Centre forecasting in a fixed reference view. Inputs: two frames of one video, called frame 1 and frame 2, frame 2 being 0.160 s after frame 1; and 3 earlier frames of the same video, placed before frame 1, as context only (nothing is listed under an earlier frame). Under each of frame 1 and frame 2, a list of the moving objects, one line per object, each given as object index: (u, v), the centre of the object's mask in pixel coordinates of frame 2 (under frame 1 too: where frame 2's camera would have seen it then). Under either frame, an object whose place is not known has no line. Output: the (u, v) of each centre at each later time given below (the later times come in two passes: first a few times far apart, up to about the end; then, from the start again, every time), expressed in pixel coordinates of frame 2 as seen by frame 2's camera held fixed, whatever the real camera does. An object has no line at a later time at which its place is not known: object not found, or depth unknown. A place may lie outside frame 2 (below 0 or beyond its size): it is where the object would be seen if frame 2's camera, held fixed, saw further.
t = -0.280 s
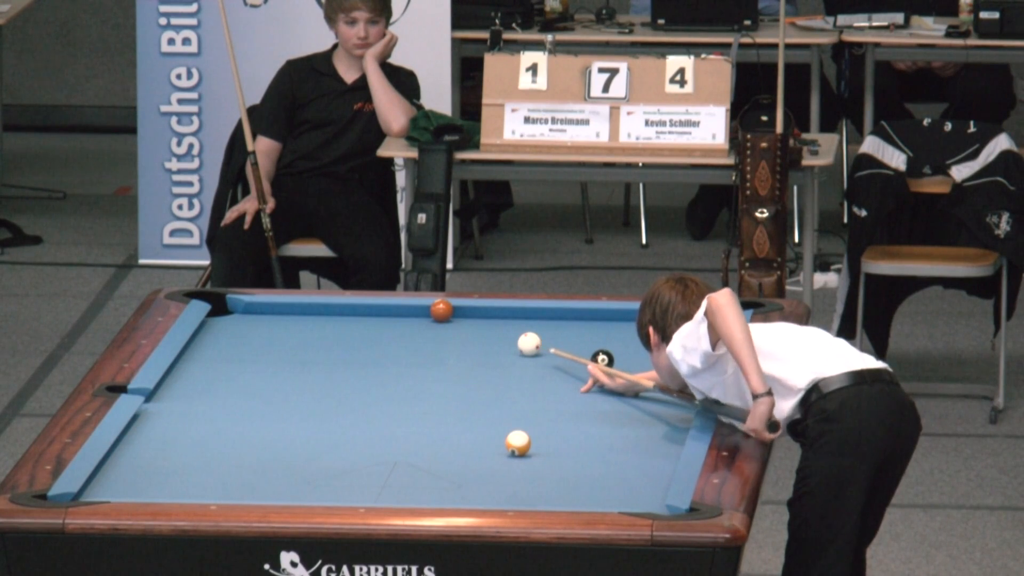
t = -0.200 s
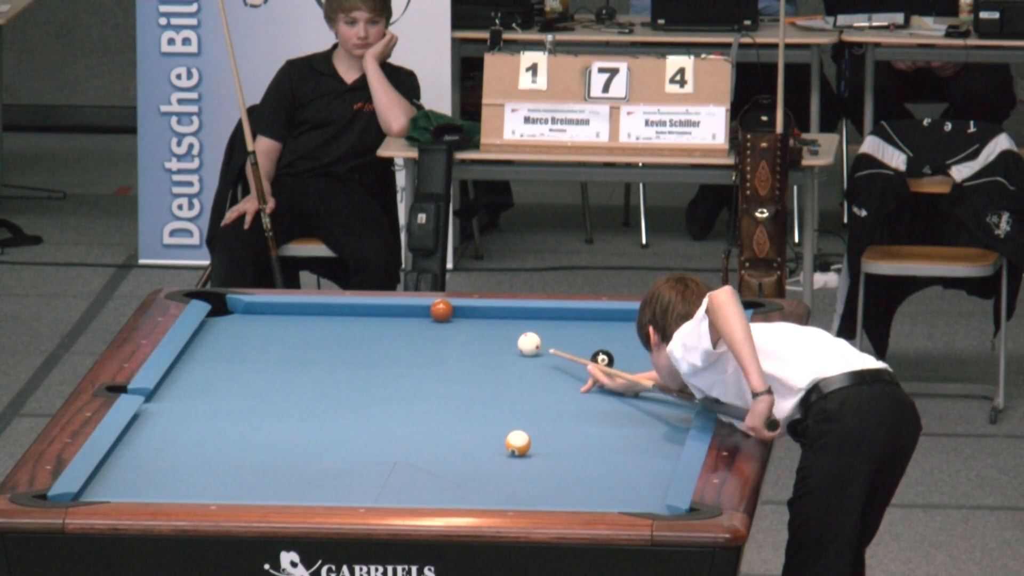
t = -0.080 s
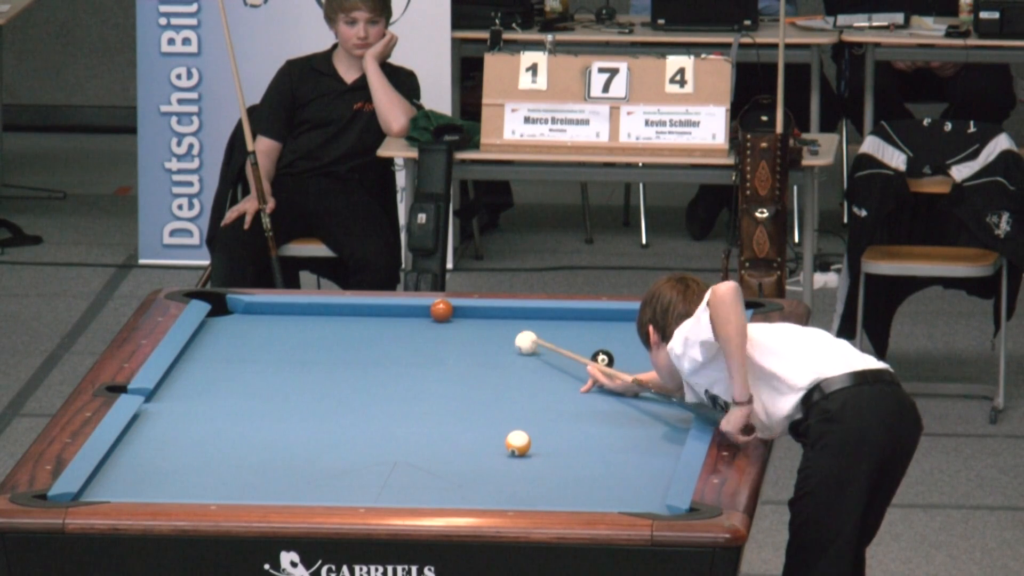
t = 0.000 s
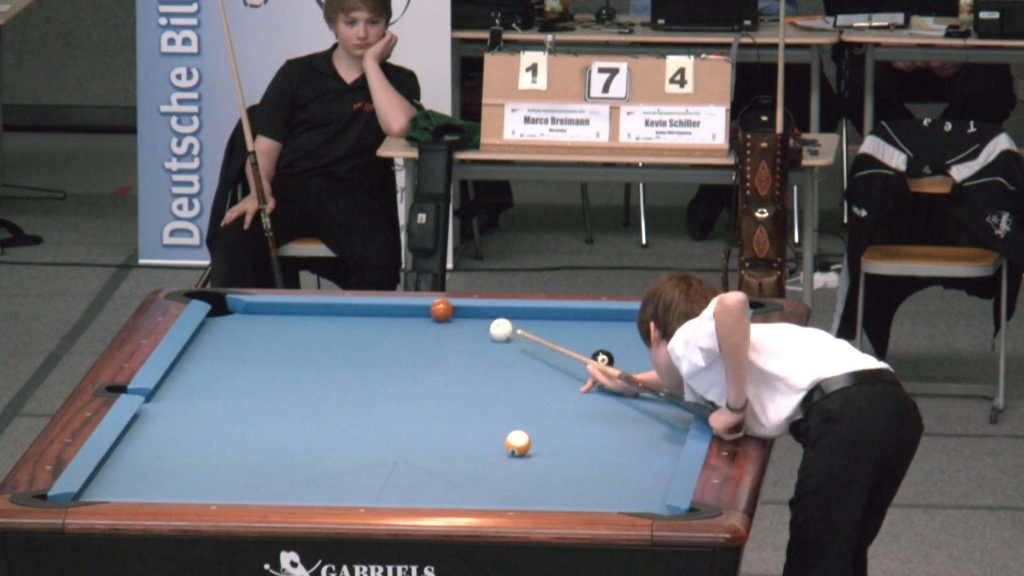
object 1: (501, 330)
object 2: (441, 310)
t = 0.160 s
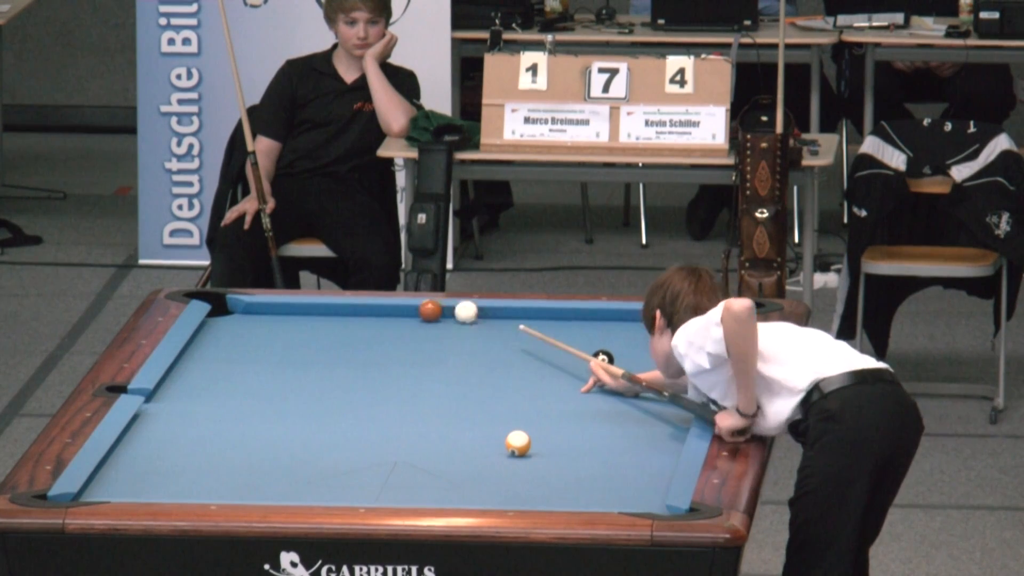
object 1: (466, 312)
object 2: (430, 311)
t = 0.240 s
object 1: (467, 319)
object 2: (404, 310)
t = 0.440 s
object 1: (463, 334)
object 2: (356, 309)
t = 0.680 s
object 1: (456, 350)
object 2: (299, 309)
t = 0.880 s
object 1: (450, 363)
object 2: (254, 309)
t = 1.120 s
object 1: (442, 379)
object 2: (228, 307)
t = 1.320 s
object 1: (436, 393)
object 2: (234, 305)
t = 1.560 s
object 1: (428, 409)
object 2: (228, 307)
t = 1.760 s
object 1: (421, 423)
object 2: (224, 308)
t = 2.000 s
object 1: (414, 438)
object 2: (223, 308)
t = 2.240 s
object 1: (406, 454)
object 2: (225, 309)
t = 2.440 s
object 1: (401, 467)
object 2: (225, 308)
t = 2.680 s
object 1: (393, 483)
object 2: (225, 308)
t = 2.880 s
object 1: (387, 493)
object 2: (225, 308)
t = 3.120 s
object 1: (383, 498)
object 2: (225, 308)
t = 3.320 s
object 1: (388, 494)
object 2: (225, 308)
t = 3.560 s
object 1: (394, 488)
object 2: (225, 308)
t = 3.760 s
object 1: (400, 481)
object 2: (225, 308)
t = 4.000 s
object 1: (404, 473)
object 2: (225, 308)
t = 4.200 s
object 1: (407, 467)
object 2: (225, 308)
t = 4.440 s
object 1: (410, 460)
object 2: (225, 308)
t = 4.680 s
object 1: (413, 453)
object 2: (225, 308)
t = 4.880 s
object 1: (414, 448)
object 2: (225, 308)
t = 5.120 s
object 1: (416, 442)
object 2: (225, 308)
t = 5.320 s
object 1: (418, 438)
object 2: (225, 308)
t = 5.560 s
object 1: (420, 433)
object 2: (225, 308)
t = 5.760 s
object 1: (421, 429)
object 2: (225, 308)
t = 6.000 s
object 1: (421, 426)
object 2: (225, 308)
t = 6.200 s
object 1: (421, 423)
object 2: (225, 308)
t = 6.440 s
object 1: (422, 420)
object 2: (225, 308)
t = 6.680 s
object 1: (422, 417)
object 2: (225, 308)
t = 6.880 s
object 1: (422, 415)
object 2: (225, 308)
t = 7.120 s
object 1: (423, 413)
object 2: (225, 308)
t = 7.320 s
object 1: (425, 412)
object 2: (225, 308)
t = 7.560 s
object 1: (426, 411)
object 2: (225, 308)
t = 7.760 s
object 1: (426, 410)
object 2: (225, 308)
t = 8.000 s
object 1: (426, 410)
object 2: (225, 308)
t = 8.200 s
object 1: (426, 409)
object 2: (225, 308)
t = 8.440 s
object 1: (426, 409)
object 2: (225, 308)
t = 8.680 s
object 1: (426, 409)
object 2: (225, 308)
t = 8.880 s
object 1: (426, 409)
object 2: (225, 308)
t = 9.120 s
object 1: (426, 409)
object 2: (225, 308)
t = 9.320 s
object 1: (426, 409)
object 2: (225, 308)
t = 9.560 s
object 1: (426, 409)
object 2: (225, 308)
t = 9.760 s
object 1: (426, 409)
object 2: (225, 308)
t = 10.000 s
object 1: (426, 409)
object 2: (225, 308)
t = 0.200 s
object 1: (467, 315)
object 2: (416, 310)
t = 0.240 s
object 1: (467, 319)
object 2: (404, 310)
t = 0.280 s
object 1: (467, 323)
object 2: (395, 310)
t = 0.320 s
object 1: (467, 326)
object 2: (385, 309)
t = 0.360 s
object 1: (466, 328)
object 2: (375, 309)
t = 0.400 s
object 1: (464, 331)
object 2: (366, 310)
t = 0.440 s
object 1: (463, 334)
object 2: (356, 309)
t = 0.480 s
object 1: (462, 337)
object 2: (346, 309)
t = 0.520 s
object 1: (461, 339)
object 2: (337, 309)
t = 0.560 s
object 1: (460, 342)
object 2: (327, 309)
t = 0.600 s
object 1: (458, 345)
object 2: (318, 309)
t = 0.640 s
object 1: (457, 347)
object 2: (309, 309)
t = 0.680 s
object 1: (456, 350)
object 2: (299, 309)
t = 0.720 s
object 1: (455, 353)
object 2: (290, 309)
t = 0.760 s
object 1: (453, 356)
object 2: (281, 309)
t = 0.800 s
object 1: (452, 358)
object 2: (272, 309)
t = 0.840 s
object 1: (451, 361)
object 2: (263, 309)
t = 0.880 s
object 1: (450, 363)
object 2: (254, 309)
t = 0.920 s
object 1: (449, 366)
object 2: (245, 309)
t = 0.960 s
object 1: (447, 369)
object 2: (236, 308)
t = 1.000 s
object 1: (446, 372)
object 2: (227, 308)
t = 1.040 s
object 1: (445, 374)
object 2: (223, 308)
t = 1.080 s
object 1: (444, 377)
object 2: (225, 307)
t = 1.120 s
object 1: (442, 379)
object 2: (228, 307)
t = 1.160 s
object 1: (441, 382)
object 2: (230, 307)
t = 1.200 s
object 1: (439, 385)
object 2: (233, 306)
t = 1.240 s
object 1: (438, 388)
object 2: (235, 305)
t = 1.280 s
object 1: (437, 391)
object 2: (235, 305)
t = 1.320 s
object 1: (436, 393)
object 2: (234, 305)
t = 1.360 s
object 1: (434, 396)
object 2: (233, 306)
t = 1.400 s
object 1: (432, 399)
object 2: (232, 306)
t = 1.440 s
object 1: (431, 401)
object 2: (231, 306)
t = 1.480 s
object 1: (430, 404)
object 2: (230, 306)
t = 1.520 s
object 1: (429, 407)
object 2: (229, 306)
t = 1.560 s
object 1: (428, 409)
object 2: (228, 307)
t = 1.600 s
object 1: (426, 412)
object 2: (227, 307)
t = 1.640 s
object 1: (425, 415)
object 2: (226, 307)
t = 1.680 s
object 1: (424, 417)
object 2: (225, 307)
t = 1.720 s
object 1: (422, 420)
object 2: (224, 308)
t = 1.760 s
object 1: (421, 423)
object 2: (224, 308)
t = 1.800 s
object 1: (420, 425)
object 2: (223, 308)
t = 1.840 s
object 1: (418, 428)
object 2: (223, 308)
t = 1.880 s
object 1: (418, 430)
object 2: (223, 308)
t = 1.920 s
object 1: (416, 433)
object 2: (223, 308)
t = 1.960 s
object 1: (415, 436)
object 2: (223, 308)
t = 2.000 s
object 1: (414, 438)
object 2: (223, 308)
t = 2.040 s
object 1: (412, 440)
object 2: (224, 308)
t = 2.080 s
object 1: (411, 444)
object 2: (224, 308)
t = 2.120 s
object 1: (410, 446)
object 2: (224, 309)
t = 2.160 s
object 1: (409, 449)
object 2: (224, 309)
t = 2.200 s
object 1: (408, 452)
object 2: (225, 308)
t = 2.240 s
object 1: (406, 454)
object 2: (225, 309)
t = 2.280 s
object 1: (405, 457)
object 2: (225, 308)
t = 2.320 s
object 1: (404, 460)
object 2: (225, 309)
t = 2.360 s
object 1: (403, 462)
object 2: (225, 308)
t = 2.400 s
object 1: (402, 464)
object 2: (225, 308)
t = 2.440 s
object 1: (401, 467)
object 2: (225, 308)
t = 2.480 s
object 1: (399, 470)
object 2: (225, 308)
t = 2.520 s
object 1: (398, 472)
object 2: (225, 308)
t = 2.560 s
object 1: (397, 475)
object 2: (225, 308)
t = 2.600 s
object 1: (396, 478)
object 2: (225, 308)
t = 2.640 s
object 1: (395, 480)
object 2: (225, 308)
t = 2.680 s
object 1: (393, 483)
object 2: (225, 308)
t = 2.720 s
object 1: (392, 485)
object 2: (225, 308)
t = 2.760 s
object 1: (391, 488)
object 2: (225, 308)
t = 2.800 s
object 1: (390, 490)
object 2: (225, 308)
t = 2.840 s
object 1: (389, 491)
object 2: (225, 308)
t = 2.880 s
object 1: (387, 493)
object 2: (225, 308)
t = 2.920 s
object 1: (386, 494)
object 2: (225, 308)
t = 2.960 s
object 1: (386, 496)
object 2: (225, 308)
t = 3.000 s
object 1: (384, 497)
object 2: (225, 308)
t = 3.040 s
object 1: (383, 498)
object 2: (225, 308)
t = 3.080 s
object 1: (383, 499)
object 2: (225, 308)
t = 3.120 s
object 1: (383, 498)
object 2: (225, 308)
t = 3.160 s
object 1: (385, 497)
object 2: (225, 308)
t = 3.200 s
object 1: (386, 496)
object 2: (225, 308)
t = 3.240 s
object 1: (387, 496)
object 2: (225, 308)
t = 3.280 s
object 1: (387, 495)
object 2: (225, 308)
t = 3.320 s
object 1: (388, 494)
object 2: (225, 308)
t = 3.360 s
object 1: (390, 494)
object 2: (225, 308)
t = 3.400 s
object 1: (391, 493)
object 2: (225, 308)
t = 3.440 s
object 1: (392, 492)
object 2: (225, 308)
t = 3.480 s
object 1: (393, 491)
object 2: (225, 308)
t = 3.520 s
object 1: (394, 490)
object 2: (225, 308)
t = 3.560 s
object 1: (394, 488)
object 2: (225, 308)
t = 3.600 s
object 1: (396, 487)
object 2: (225, 308)
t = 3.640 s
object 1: (397, 485)
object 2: (225, 308)
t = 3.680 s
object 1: (398, 484)
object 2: (225, 308)
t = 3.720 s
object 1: (399, 482)
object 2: (225, 308)
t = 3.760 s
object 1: (400, 481)
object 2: (225, 308)
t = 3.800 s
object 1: (401, 480)
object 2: (225, 308)
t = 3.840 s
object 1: (401, 478)
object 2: (225, 308)
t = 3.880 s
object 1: (402, 477)
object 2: (225, 308)
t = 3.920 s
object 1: (403, 476)
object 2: (225, 308)
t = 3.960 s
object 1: (403, 474)
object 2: (225, 308)
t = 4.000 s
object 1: (404, 473)
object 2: (225, 308)
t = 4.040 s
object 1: (405, 472)
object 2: (225, 308)
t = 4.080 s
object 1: (406, 471)
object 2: (225, 308)
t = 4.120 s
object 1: (406, 470)
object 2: (225, 308)
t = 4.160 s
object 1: (407, 468)
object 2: (225, 308)
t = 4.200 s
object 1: (407, 467)
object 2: (225, 308)
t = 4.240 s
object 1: (408, 466)
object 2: (225, 308)
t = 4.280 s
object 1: (408, 464)
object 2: (225, 308)
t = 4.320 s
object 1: (409, 464)
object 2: (225, 308)
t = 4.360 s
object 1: (409, 462)
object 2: (225, 308)
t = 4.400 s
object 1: (410, 461)
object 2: (225, 308)
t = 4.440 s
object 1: (410, 460)
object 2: (225, 308)
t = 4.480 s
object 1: (410, 459)
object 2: (225, 308)
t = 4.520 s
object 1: (411, 458)
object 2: (225, 308)
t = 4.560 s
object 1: (411, 456)
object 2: (225, 308)
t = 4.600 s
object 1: (411, 455)
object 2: (225, 308)
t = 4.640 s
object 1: (412, 455)
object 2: (225, 308)
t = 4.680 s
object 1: (413, 453)
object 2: (225, 308)
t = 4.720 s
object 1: (413, 452)
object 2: (225, 308)
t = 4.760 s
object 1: (413, 451)
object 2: (225, 308)
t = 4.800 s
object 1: (414, 450)
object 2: (225, 308)
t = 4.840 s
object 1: (414, 449)
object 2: (225, 308)
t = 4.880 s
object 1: (414, 448)
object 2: (225, 308)
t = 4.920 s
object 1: (415, 447)
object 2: (225, 308)
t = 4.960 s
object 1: (415, 446)
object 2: (225, 308)
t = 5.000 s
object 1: (415, 445)
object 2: (225, 308)
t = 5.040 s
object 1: (416, 444)
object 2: (225, 308)
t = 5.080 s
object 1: (416, 444)
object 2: (225, 308)
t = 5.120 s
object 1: (416, 442)
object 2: (225, 308)
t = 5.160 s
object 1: (417, 442)
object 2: (225, 308)
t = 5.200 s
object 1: (417, 441)
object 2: (225, 308)
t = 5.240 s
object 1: (418, 440)
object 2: (225, 308)
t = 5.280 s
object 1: (418, 439)
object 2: (225, 308)
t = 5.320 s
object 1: (418, 438)
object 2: (225, 308)
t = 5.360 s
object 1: (419, 437)
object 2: (225, 308)
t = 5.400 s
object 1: (419, 437)
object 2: (225, 308)
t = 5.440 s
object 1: (419, 436)
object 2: (225, 308)
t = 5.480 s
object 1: (420, 435)
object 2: (225, 308)
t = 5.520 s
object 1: (420, 434)
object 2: (225, 308)
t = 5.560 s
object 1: (420, 433)
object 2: (225, 308)
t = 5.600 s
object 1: (420, 432)
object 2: (225, 308)
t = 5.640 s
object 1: (421, 432)
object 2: (225, 308)
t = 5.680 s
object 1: (421, 431)
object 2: (225, 308)
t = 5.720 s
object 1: (421, 430)
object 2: (225, 308)
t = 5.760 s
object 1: (421, 429)
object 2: (225, 308)
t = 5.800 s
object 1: (421, 429)
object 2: (225, 308)
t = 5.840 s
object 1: (421, 428)
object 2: (225, 308)
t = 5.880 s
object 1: (421, 428)
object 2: (225, 308)
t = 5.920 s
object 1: (421, 427)
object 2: (225, 308)
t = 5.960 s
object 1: (421, 426)
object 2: (225, 308)
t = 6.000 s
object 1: (421, 426)
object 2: (225, 308)
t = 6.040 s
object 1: (421, 425)
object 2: (225, 308)
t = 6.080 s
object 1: (421, 424)
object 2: (225, 308)
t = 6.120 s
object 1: (421, 424)
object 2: (225, 308)
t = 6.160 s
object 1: (421, 423)
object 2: (225, 308)
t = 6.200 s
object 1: (421, 423)
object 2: (225, 308)
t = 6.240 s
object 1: (421, 422)
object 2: (225, 308)
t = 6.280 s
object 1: (422, 422)
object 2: (225, 308)
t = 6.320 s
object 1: (421, 421)
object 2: (225, 308)
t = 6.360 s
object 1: (421, 421)
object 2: (225, 308)
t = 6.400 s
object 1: (421, 420)
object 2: (225, 308)
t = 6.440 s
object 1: (422, 420)
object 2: (225, 308)
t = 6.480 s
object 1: (422, 419)
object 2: (225, 308)
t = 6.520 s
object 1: (422, 419)
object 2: (225, 308)
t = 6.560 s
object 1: (421, 419)
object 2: (225, 308)
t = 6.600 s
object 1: (421, 418)
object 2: (225, 308)
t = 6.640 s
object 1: (421, 417)
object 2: (225, 308)
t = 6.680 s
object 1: (422, 417)
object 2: (225, 308)
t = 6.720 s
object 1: (422, 417)
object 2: (225, 308)
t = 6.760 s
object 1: (422, 416)
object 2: (225, 308)
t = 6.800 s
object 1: (422, 416)
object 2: (225, 308)
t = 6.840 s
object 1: (422, 415)
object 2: (225, 308)
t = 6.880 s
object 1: (422, 415)
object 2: (225, 308)
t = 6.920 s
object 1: (422, 414)
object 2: (225, 308)
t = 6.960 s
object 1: (422, 414)
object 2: (225, 308)
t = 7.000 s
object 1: (423, 414)
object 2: (225, 308)
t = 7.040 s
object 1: (423, 414)
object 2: (225, 308)
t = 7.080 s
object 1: (423, 413)
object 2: (225, 308)
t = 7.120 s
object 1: (423, 413)
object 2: (225, 308)
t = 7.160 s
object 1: (424, 413)
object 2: (225, 308)
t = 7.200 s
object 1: (424, 413)
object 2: (225, 308)
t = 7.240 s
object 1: (424, 412)
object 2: (225, 308)
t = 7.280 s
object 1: (424, 412)
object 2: (225, 308)
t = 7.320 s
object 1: (425, 412)
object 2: (225, 308)
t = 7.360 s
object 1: (425, 411)
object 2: (225, 308)
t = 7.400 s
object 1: (425, 411)
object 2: (225, 308)
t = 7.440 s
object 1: (425, 411)
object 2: (225, 308)
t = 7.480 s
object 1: (425, 411)
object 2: (225, 308)
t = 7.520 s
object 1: (425, 411)
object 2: (225, 308)
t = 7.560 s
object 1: (426, 411)
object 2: (225, 308)
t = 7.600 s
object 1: (426, 410)
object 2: (225, 308)
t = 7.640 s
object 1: (426, 410)
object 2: (225, 308)
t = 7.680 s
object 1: (426, 410)
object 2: (225, 308)
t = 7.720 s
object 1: (426, 410)
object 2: (225, 308)
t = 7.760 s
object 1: (426, 410)
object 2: (225, 308)
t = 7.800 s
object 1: (426, 410)
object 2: (225, 308)
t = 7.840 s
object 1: (426, 410)
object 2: (225, 308)
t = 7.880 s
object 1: (426, 410)
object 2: (225, 308)
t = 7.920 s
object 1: (426, 409)
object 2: (225, 308)
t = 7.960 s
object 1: (426, 409)
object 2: (225, 308)
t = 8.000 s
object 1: (426, 410)
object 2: (225, 308)
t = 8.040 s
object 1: (426, 409)
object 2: (225, 308)
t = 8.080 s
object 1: (426, 409)
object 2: (225, 308)
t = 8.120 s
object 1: (426, 409)
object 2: (225, 308)
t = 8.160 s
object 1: (426, 409)
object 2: (225, 308)
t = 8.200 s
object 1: (426, 409)
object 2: (225, 308)
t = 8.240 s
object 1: (426, 409)
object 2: (225, 308)
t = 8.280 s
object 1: (426, 409)
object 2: (225, 308)
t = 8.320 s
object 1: (426, 409)
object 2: (225, 308)
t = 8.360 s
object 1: (426, 409)
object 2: (225, 308)
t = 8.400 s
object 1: (426, 409)
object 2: (225, 308)
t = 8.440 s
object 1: (426, 409)
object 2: (225, 308)
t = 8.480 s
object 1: (426, 409)
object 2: (225, 308)
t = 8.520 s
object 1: (426, 409)
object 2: (225, 308)
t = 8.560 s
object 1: (426, 409)
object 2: (225, 308)
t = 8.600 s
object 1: (426, 409)
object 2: (225, 308)
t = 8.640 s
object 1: (426, 409)
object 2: (225, 308)
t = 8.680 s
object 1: (426, 409)
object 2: (225, 308)
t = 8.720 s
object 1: (426, 409)
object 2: (225, 308)
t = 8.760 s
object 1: (426, 409)
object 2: (225, 308)
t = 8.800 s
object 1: (426, 409)
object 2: (225, 308)
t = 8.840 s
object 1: (426, 409)
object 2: (225, 308)
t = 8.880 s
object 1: (426, 409)
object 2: (225, 308)
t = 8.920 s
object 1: (426, 409)
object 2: (225, 308)
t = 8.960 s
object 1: (426, 409)
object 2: (225, 308)
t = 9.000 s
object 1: (426, 409)
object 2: (225, 308)
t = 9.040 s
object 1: (426, 409)
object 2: (225, 308)
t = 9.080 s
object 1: (426, 409)
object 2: (225, 308)
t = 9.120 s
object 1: (426, 409)
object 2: (225, 308)
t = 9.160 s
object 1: (426, 409)
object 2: (225, 308)
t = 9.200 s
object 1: (426, 409)
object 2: (225, 308)
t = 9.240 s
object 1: (426, 409)
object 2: (225, 308)
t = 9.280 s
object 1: (426, 409)
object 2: (225, 308)
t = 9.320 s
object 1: (426, 409)
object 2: (225, 308)
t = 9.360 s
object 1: (426, 409)
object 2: (225, 308)
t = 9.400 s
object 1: (426, 409)
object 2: (225, 308)
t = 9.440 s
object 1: (426, 409)
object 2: (225, 308)
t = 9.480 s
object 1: (426, 409)
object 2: (225, 308)
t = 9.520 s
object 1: (426, 409)
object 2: (225, 308)
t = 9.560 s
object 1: (426, 409)
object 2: (225, 308)
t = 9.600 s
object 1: (426, 409)
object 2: (225, 308)
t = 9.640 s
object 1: (426, 409)
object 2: (225, 308)
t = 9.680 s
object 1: (426, 409)
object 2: (225, 308)
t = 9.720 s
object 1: (426, 409)
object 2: (225, 308)
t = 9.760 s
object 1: (426, 409)
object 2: (225, 308)
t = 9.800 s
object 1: (426, 409)
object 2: (225, 308)
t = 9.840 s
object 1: (426, 409)
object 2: (225, 308)
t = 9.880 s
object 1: (426, 409)
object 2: (225, 308)
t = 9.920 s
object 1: (426, 409)
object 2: (225, 308)
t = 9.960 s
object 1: (426, 409)
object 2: (225, 308)
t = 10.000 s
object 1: (426, 409)
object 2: (225, 308)
